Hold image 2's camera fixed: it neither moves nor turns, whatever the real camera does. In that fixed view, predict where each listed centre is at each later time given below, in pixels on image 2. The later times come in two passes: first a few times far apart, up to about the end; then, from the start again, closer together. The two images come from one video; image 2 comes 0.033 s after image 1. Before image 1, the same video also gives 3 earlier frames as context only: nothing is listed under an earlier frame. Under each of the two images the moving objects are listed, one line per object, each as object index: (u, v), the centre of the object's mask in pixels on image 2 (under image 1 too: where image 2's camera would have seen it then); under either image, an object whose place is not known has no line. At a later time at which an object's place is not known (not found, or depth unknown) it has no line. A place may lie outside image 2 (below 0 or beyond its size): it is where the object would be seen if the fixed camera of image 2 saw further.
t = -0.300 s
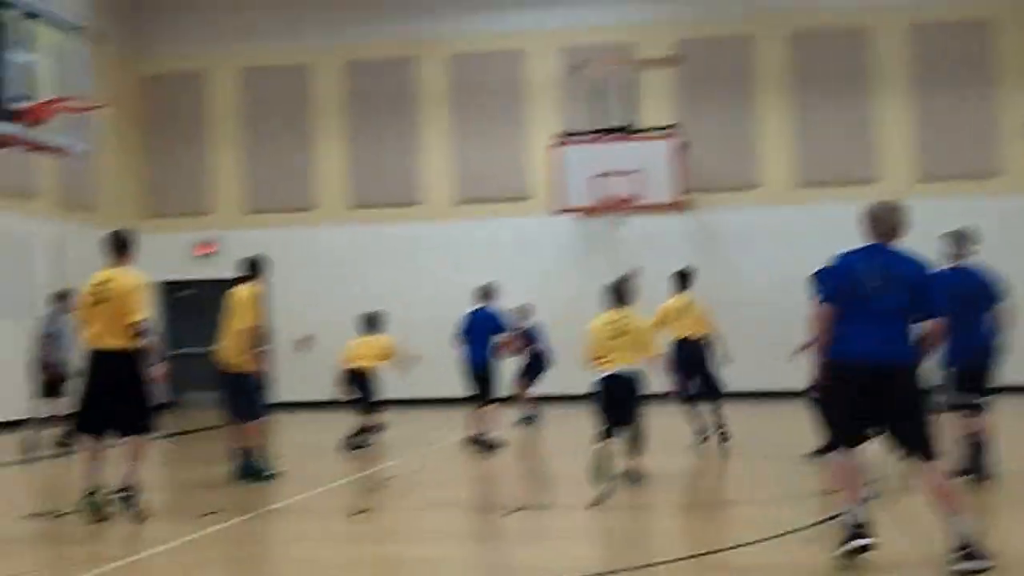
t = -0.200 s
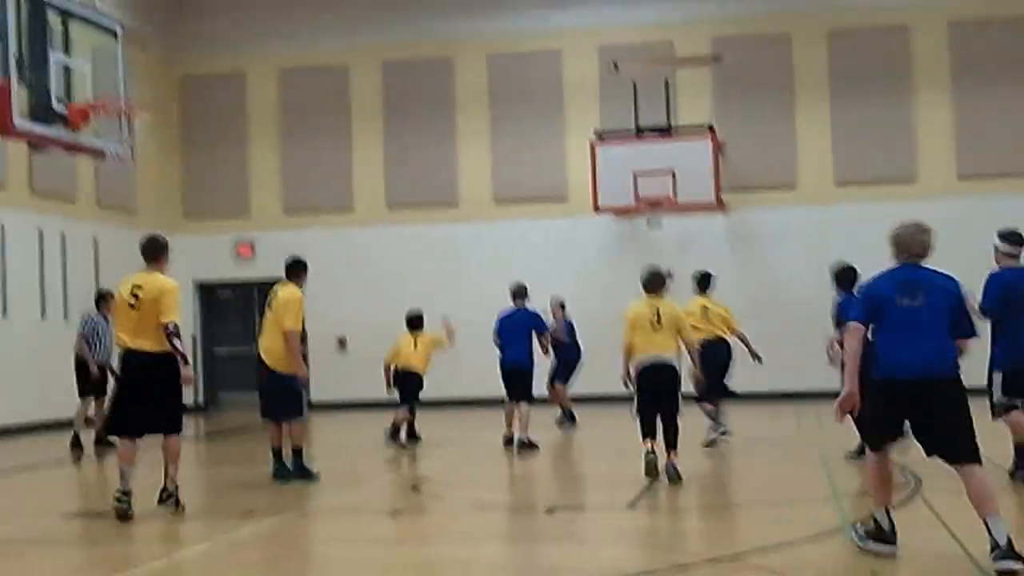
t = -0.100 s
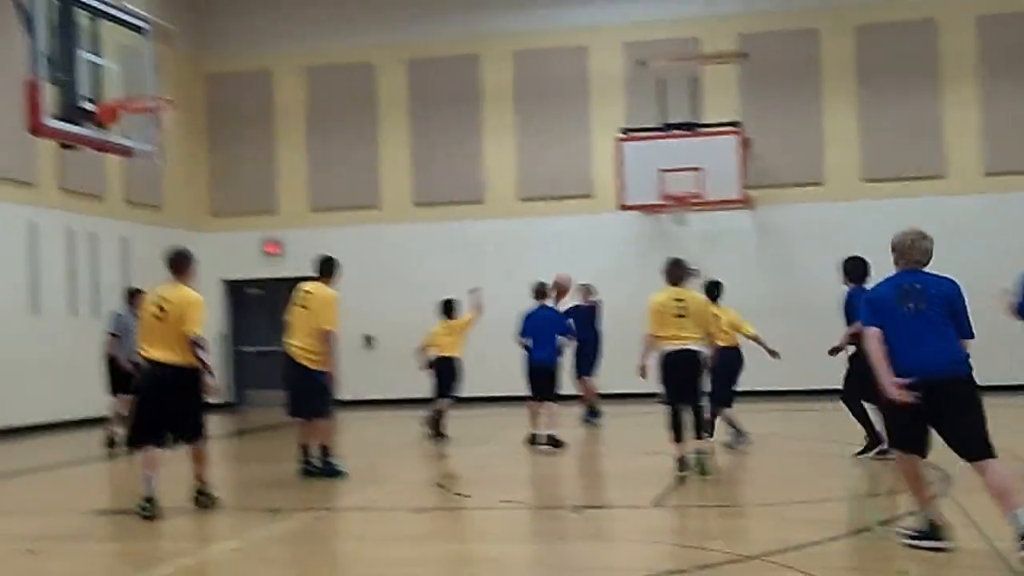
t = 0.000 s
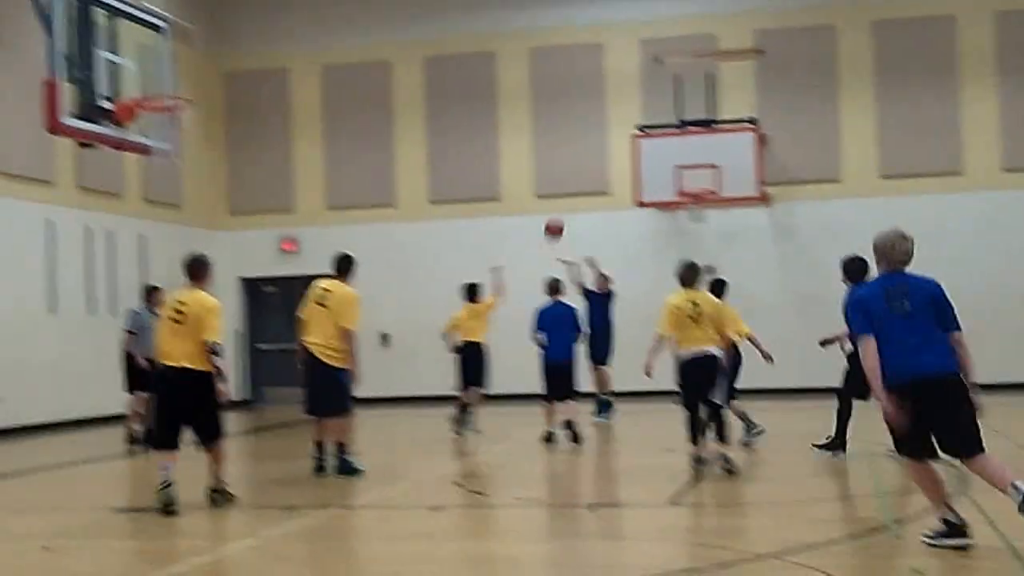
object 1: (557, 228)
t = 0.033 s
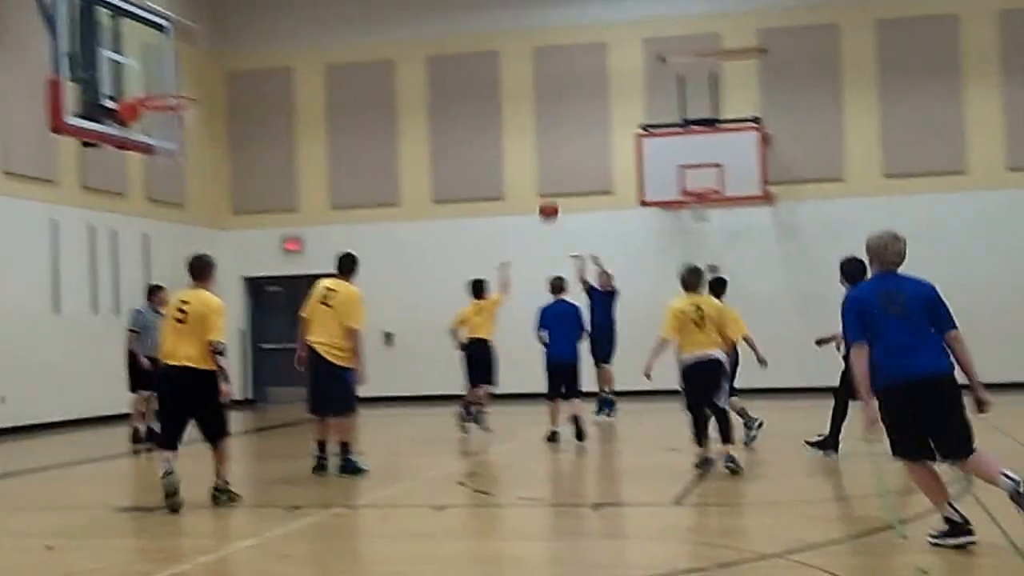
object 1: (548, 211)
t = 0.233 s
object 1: (495, 117)
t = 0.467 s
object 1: (424, 37)
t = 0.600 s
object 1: (388, 18)
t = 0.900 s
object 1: (283, 23)
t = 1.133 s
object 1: (189, 87)
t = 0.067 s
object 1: (540, 192)
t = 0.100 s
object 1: (531, 177)
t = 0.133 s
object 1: (522, 160)
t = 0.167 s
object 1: (514, 145)
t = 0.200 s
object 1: (504, 130)
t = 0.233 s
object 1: (495, 117)
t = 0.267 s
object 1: (485, 103)
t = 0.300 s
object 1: (475, 90)
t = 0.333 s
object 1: (465, 79)
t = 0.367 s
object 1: (456, 67)
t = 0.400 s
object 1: (446, 56)
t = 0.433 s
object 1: (435, 47)
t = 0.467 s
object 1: (424, 37)
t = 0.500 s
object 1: (414, 31)
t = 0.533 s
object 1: (407, 23)
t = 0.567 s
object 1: (397, 20)
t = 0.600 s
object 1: (388, 18)
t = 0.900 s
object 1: (283, 23)
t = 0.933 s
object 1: (270, 26)
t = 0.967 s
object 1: (257, 30)
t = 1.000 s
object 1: (242, 39)
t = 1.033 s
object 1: (228, 48)
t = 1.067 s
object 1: (212, 62)
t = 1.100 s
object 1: (199, 75)
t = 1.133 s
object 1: (189, 87)
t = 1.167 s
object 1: (177, 86)
